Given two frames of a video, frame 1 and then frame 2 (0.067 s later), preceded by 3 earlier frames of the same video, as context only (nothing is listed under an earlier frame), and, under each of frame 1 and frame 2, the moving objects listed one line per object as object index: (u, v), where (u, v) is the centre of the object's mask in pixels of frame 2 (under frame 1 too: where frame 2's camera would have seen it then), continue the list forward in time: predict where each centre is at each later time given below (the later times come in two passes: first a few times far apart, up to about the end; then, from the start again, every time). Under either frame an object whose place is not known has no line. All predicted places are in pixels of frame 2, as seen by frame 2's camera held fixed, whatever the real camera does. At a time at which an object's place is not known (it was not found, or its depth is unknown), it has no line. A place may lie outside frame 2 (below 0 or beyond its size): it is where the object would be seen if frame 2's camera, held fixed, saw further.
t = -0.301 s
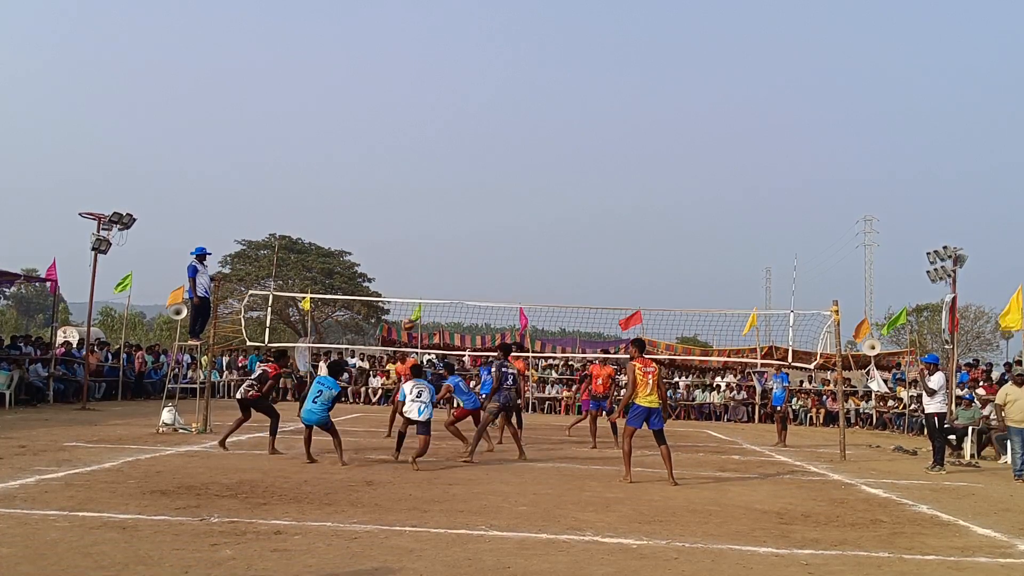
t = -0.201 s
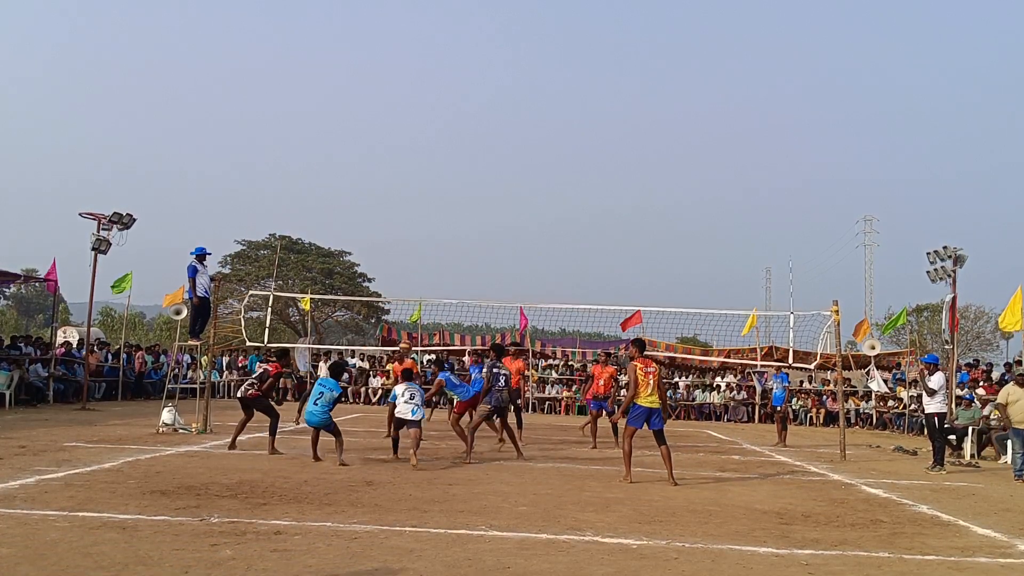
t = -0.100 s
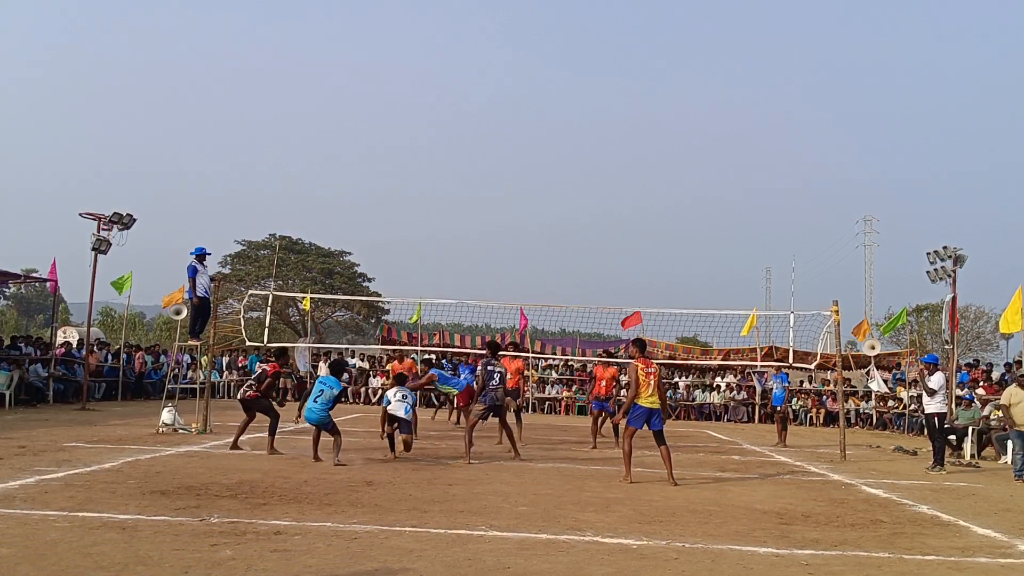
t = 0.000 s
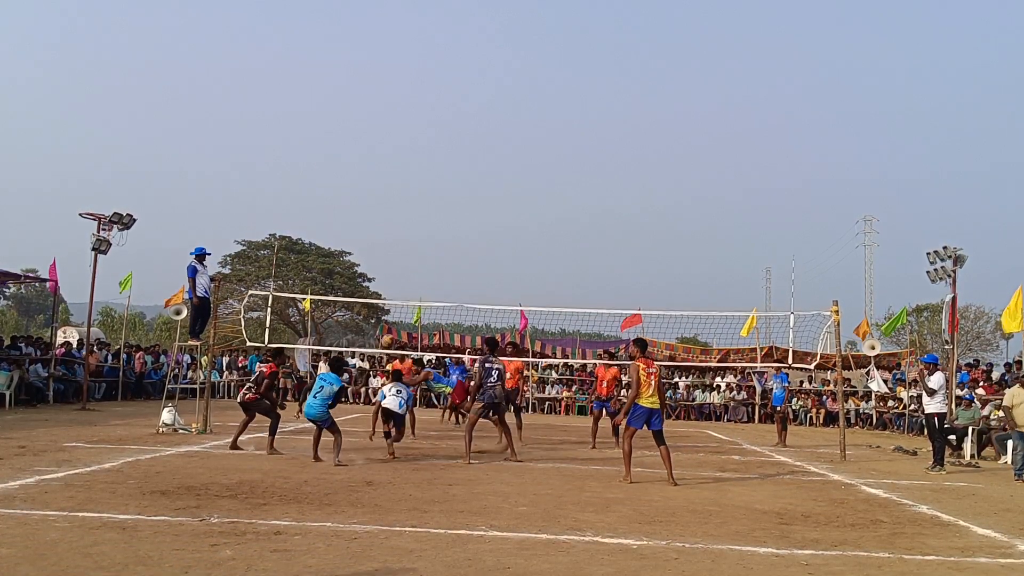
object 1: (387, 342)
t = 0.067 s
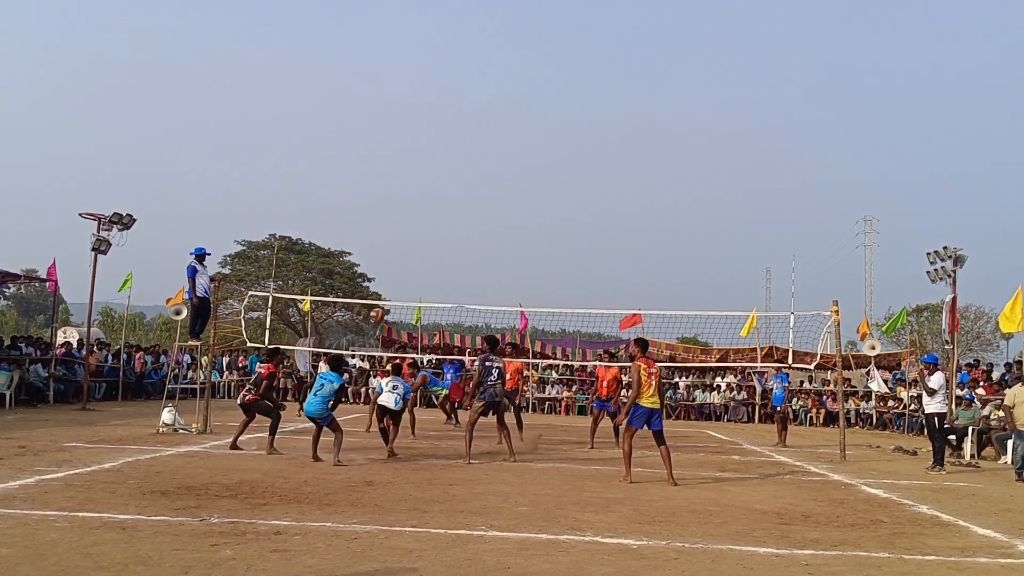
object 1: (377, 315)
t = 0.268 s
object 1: (341, 252)
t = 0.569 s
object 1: (274, 200)
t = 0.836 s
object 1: (200, 207)
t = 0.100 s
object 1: (371, 303)
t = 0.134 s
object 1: (365, 292)
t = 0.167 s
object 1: (360, 280)
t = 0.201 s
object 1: (353, 270)
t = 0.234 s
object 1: (347, 261)
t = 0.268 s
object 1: (341, 252)
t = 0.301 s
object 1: (334, 243)
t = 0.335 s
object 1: (328, 235)
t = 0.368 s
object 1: (320, 228)
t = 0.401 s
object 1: (313, 222)
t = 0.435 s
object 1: (306, 216)
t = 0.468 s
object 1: (298, 211)
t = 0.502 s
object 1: (291, 206)
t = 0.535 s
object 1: (283, 203)
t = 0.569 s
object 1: (274, 200)
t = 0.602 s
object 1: (266, 198)
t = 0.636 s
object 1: (257, 196)
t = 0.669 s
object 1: (248, 196)
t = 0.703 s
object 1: (239, 196)
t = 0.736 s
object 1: (229, 198)
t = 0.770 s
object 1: (220, 200)
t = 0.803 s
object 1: (210, 203)
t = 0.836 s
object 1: (200, 207)
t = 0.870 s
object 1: (189, 212)
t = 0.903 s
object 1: (178, 219)
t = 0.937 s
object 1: (167, 226)
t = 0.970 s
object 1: (156, 235)
